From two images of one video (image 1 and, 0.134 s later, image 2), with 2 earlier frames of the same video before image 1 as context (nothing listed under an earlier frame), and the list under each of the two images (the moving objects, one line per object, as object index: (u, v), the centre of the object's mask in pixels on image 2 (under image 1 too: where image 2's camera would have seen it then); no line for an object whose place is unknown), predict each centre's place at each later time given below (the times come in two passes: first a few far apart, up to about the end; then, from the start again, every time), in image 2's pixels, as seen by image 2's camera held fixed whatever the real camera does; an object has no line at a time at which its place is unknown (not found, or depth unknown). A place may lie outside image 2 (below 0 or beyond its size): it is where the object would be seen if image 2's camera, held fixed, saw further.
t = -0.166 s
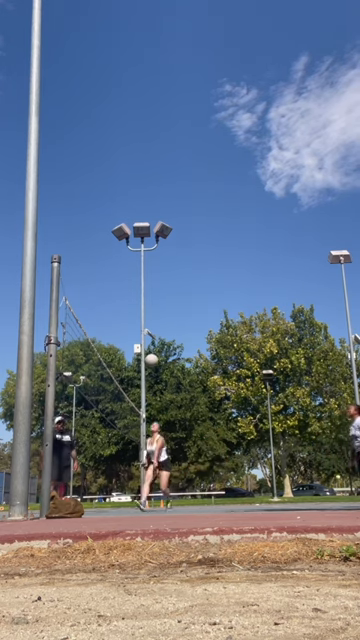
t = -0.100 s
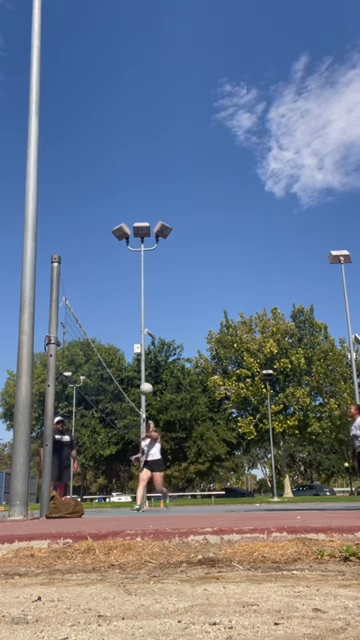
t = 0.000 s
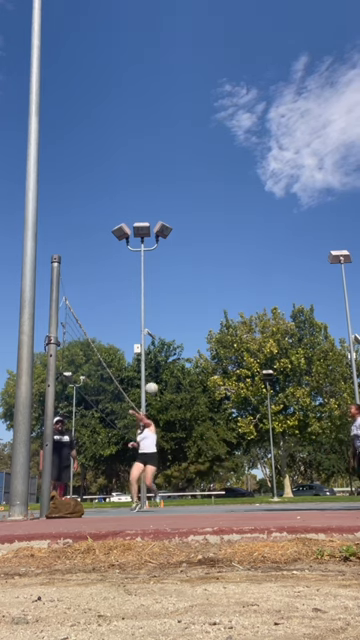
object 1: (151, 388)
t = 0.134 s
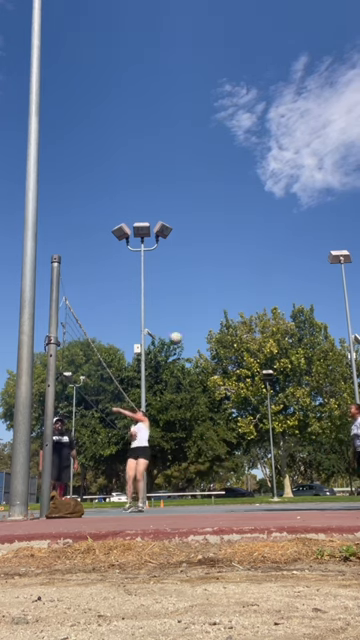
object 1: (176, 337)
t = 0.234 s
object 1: (192, 310)
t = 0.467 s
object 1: (230, 271)
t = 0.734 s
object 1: (272, 264)
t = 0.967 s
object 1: (309, 288)
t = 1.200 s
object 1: (346, 339)
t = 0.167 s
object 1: (181, 328)
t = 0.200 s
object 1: (186, 319)
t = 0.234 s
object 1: (192, 310)
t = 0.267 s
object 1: (198, 302)
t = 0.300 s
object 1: (203, 295)
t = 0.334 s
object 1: (209, 289)
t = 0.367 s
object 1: (214, 283)
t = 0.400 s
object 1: (220, 279)
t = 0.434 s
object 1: (225, 274)
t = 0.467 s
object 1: (230, 271)
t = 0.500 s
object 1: (235, 268)
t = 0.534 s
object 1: (241, 265)
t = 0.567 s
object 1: (246, 264)
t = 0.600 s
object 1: (251, 263)
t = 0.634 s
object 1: (256, 262)
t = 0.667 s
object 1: (262, 262)
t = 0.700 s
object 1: (267, 263)
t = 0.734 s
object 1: (272, 264)
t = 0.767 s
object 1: (277, 266)
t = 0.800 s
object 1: (282, 268)
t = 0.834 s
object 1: (287, 271)
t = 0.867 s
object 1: (292, 274)
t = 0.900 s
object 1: (298, 279)
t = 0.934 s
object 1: (303, 283)
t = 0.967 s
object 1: (309, 288)
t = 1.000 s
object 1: (314, 294)
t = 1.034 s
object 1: (319, 300)
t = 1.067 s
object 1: (324, 307)
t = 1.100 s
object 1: (330, 314)
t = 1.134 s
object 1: (335, 322)
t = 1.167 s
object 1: (341, 330)
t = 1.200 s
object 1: (346, 339)
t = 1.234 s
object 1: (351, 349)
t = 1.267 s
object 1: (355, 359)
